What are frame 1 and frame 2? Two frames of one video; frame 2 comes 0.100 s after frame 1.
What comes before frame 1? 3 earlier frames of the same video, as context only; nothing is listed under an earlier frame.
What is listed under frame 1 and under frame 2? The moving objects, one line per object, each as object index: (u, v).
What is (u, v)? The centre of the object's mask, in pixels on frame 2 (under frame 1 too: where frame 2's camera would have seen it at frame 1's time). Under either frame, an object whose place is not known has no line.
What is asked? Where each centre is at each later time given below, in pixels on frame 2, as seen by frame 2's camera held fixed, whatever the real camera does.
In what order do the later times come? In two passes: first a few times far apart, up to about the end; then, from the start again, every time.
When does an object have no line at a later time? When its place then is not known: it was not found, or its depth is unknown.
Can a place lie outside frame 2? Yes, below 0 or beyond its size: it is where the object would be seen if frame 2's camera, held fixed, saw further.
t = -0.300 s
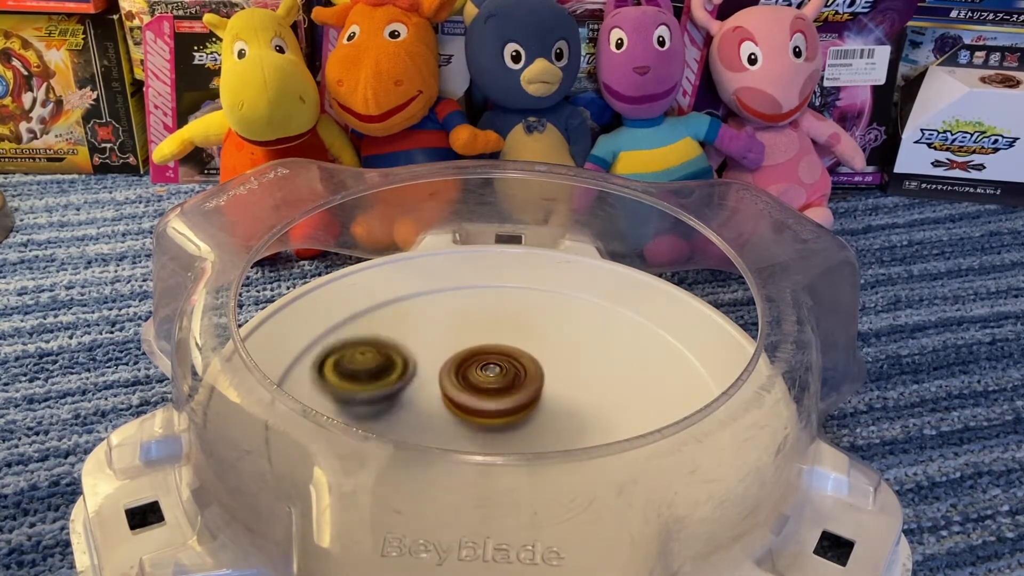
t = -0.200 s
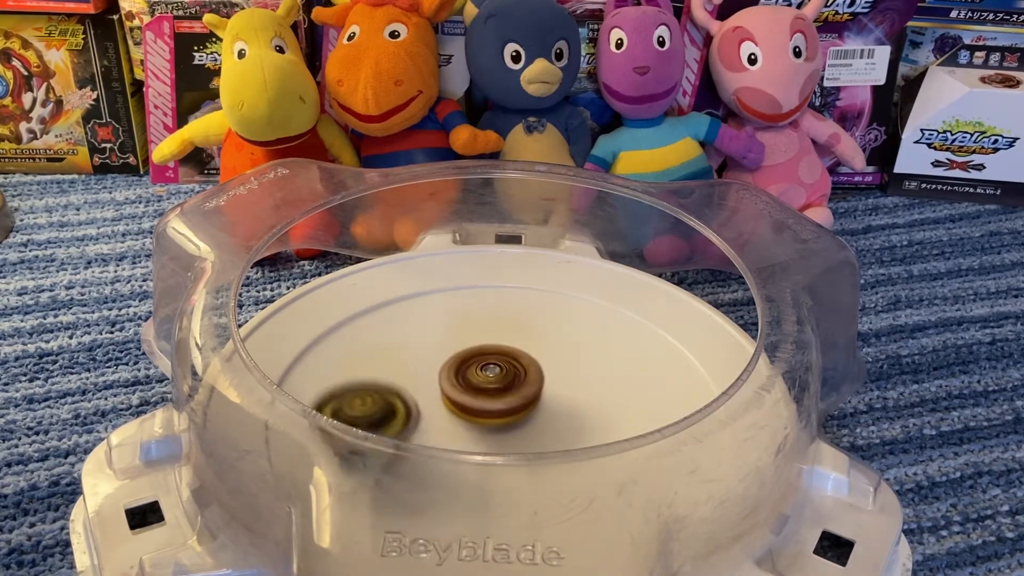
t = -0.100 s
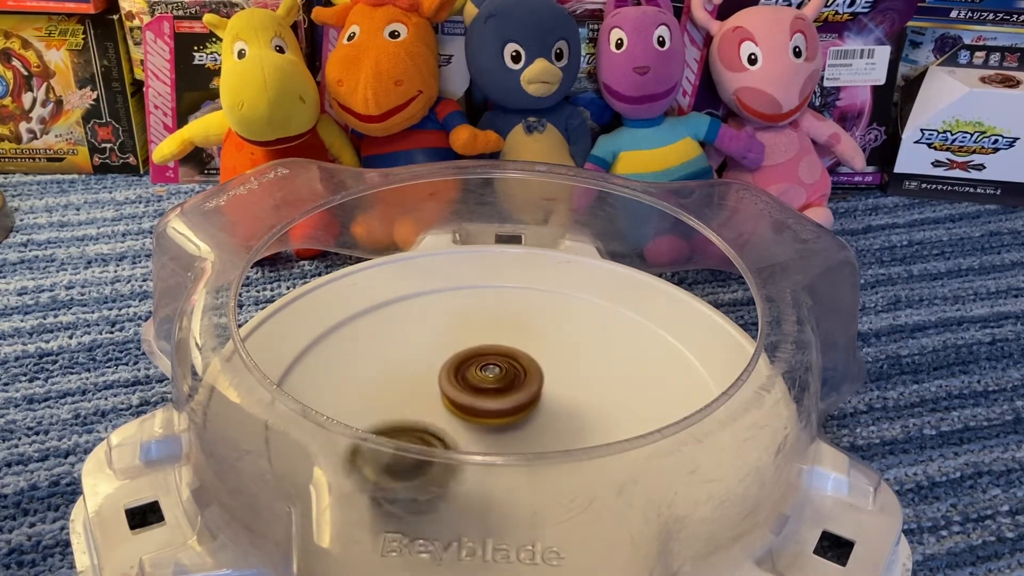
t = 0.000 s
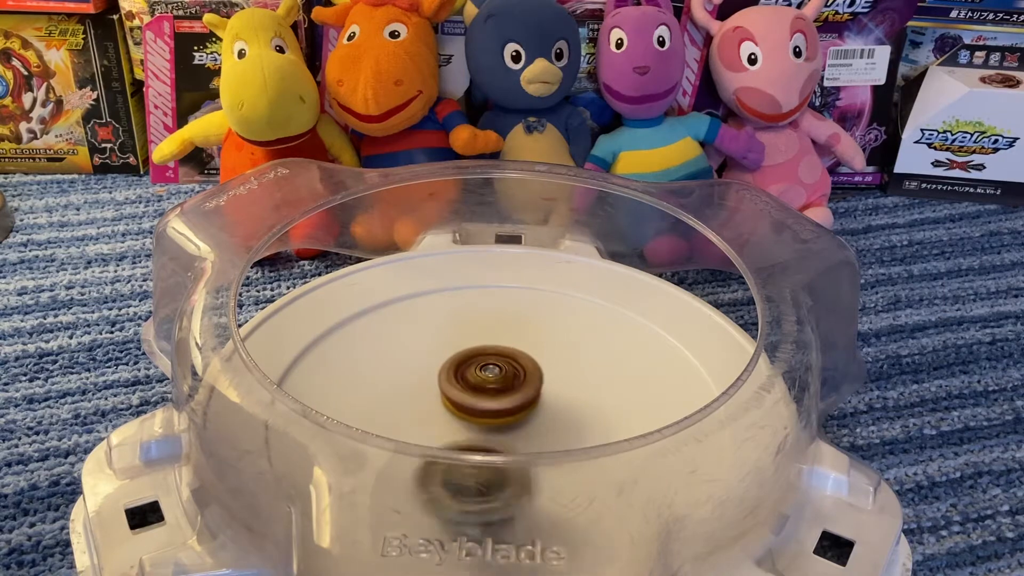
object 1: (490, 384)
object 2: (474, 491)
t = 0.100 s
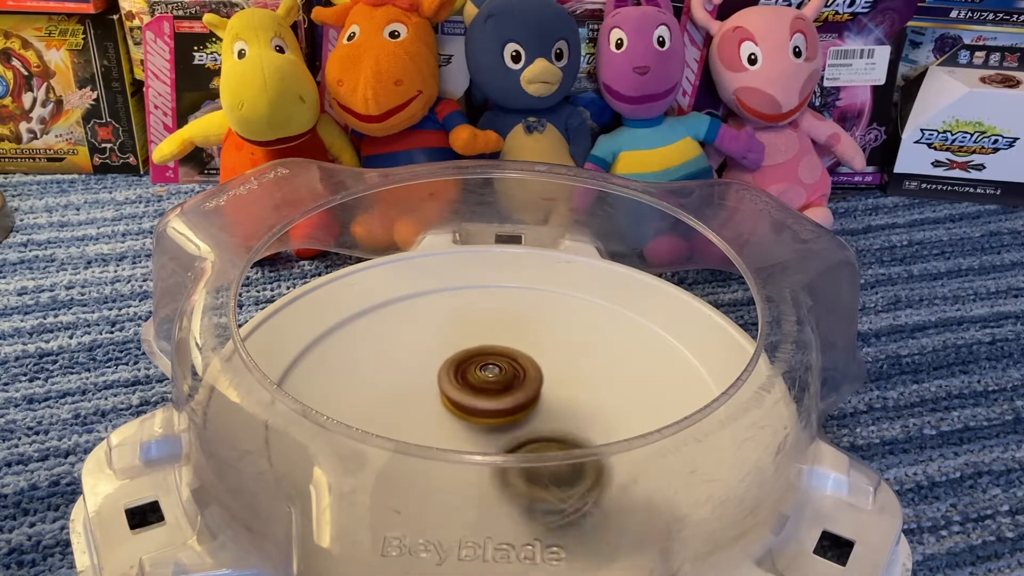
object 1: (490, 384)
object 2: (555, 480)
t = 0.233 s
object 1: (490, 384)
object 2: (607, 416)
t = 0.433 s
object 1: (483, 385)
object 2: (574, 341)
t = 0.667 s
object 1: (473, 386)
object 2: (424, 319)
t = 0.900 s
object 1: (470, 387)
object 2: (349, 396)
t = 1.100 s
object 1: (474, 385)
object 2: (448, 477)
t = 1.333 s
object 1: (481, 381)
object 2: (605, 411)
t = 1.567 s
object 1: (488, 378)
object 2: (569, 317)
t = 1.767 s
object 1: (493, 378)
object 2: (444, 299)
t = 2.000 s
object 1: (497, 378)
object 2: (348, 375)
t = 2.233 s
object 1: (499, 381)
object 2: (453, 464)
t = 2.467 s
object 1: (499, 385)
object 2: (614, 414)
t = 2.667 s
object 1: (496, 388)
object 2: (617, 338)
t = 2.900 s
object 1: (490, 389)
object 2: (483, 302)
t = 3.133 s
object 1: (482, 390)
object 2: (368, 365)
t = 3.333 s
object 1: (478, 388)
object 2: (403, 456)
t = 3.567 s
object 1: (476, 385)
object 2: (571, 469)
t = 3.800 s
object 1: (478, 382)
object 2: (626, 377)
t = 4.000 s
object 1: (483, 378)
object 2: (536, 318)
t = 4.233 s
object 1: (481, 385)
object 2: (403, 319)
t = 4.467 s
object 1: (488, 387)
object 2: (357, 396)
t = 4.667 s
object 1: (492, 386)
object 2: (452, 464)
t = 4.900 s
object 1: (492, 386)
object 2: (595, 415)
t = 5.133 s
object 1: (493, 385)
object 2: (589, 333)
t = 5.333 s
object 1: (490, 384)
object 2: (486, 304)
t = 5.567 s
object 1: (487, 384)
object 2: (382, 357)
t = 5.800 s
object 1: (488, 382)
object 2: (424, 437)
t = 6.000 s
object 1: (487, 383)
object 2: (554, 451)
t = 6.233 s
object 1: (487, 382)
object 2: (616, 378)
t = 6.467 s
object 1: (485, 384)
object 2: (530, 318)
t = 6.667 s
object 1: (482, 390)
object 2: (422, 326)
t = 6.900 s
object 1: (484, 393)
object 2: (376, 397)
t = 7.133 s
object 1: (495, 389)
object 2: (464, 463)
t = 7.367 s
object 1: (495, 383)
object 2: (589, 415)
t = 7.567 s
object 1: (488, 379)
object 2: (591, 352)
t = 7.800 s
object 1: (467, 378)
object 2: (512, 306)
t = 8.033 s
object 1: (463, 405)
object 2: (413, 317)
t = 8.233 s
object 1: (515, 446)
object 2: (367, 352)
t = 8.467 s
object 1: (556, 447)
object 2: (431, 411)
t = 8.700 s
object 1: (624, 414)
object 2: (504, 402)
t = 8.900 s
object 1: (615, 411)
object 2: (531, 351)
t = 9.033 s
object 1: (594, 407)
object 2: (496, 324)
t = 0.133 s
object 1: (490, 384)
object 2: (576, 468)
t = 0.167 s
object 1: (490, 384)
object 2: (593, 447)
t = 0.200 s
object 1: (490, 384)
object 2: (602, 432)
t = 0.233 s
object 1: (490, 384)
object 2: (607, 416)
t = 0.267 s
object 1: (490, 384)
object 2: (613, 406)
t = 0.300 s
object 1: (490, 384)
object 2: (614, 393)
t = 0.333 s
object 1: (490, 384)
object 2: (607, 380)
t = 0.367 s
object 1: (489, 384)
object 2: (597, 365)
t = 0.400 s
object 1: (488, 384)
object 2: (586, 352)
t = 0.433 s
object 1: (483, 385)
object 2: (574, 341)
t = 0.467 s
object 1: (479, 384)
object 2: (558, 331)
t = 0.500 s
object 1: (477, 384)
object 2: (538, 322)
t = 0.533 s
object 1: (475, 385)
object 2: (517, 316)
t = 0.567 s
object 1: (474, 385)
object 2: (494, 313)
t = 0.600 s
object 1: (473, 385)
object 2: (470, 312)
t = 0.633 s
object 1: (473, 386)
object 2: (447, 315)
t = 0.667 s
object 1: (473, 386)
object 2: (424, 319)
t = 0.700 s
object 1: (472, 387)
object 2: (403, 324)
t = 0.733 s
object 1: (471, 387)
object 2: (384, 333)
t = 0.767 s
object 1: (471, 387)
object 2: (367, 343)
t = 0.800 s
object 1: (470, 387)
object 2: (354, 356)
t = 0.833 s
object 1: (470, 387)
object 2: (346, 370)
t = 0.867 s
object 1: (470, 387)
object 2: (344, 385)
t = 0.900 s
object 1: (470, 387)
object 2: (349, 396)
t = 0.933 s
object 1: (471, 386)
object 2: (358, 406)
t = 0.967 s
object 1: (471, 386)
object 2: (373, 416)
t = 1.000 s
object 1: (472, 386)
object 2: (387, 425)
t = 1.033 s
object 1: (473, 386)
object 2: (394, 452)
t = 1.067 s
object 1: (473, 385)
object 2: (420, 471)
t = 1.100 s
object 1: (474, 385)
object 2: (448, 477)
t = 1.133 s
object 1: (475, 385)
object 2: (478, 479)
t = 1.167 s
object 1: (476, 385)
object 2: (507, 477)
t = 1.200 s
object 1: (477, 384)
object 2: (534, 469)
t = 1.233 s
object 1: (478, 383)
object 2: (560, 452)
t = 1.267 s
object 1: (479, 383)
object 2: (578, 438)
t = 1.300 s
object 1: (480, 382)
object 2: (590, 421)
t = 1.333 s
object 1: (481, 381)
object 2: (605, 411)
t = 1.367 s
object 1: (482, 381)
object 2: (613, 401)
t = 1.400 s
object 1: (483, 380)
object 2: (616, 386)
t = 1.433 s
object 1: (484, 380)
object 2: (614, 369)
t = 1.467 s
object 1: (485, 379)
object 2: (608, 354)
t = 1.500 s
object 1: (486, 379)
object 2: (599, 340)
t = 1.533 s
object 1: (487, 379)
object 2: (585, 328)
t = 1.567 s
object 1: (488, 378)
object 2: (569, 317)
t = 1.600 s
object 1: (489, 378)
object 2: (551, 308)
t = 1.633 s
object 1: (490, 378)
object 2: (531, 302)
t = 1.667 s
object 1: (490, 378)
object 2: (509, 298)
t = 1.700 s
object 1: (491, 378)
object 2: (487, 296)
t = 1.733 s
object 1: (492, 377)
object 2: (465, 296)
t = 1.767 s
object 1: (493, 378)
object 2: (444, 299)
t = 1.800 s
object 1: (494, 377)
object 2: (422, 303)
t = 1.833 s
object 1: (495, 377)
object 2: (402, 310)
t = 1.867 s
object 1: (495, 378)
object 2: (384, 320)
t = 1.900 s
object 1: (495, 378)
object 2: (369, 332)
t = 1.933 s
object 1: (496, 378)
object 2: (358, 345)
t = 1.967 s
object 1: (497, 378)
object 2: (351, 359)
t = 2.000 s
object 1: (497, 378)
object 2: (348, 375)
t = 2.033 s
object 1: (498, 379)
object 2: (352, 389)
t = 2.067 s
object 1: (498, 379)
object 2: (361, 399)
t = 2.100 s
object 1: (498, 379)
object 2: (374, 410)
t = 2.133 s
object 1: (499, 380)
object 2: (392, 420)
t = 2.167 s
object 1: (499, 380)
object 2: (402, 455)
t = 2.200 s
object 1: (499, 381)
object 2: (426, 460)
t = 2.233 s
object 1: (499, 381)
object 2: (453, 464)
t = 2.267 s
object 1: (499, 382)
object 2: (480, 469)
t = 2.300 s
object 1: (499, 383)
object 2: (509, 472)
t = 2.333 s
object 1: (499, 383)
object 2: (538, 469)
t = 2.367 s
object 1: (499, 383)
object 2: (563, 463)
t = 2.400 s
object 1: (499, 384)
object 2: (584, 448)
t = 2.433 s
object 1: (499, 385)
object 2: (601, 430)
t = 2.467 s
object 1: (499, 385)
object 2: (614, 414)
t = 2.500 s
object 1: (499, 385)
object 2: (624, 405)
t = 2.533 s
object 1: (499, 386)
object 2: (634, 394)
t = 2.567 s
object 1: (498, 387)
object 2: (636, 380)
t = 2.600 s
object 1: (497, 387)
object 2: (633, 366)
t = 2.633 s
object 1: (497, 387)
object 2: (627, 351)
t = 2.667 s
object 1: (496, 388)
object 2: (617, 338)
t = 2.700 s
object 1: (495, 388)
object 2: (603, 326)
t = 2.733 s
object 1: (494, 388)
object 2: (587, 316)
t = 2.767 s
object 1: (493, 388)
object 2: (569, 308)
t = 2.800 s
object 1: (493, 389)
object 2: (548, 303)
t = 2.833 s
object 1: (492, 389)
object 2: (527, 302)
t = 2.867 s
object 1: (491, 389)
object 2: (505, 300)
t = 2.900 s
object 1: (490, 389)
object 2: (483, 302)
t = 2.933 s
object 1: (489, 390)
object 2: (462, 305)
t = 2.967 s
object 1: (488, 390)
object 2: (441, 309)
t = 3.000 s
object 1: (488, 391)
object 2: (422, 316)
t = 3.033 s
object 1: (486, 390)
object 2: (404, 326)
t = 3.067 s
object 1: (485, 390)
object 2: (389, 337)
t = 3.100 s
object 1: (484, 390)
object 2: (376, 350)
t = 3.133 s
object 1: (482, 390)
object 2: (368, 365)
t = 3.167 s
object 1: (481, 390)
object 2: (364, 379)
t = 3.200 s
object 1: (480, 390)
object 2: (364, 393)
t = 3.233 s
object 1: (480, 390)
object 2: (373, 403)
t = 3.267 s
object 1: (479, 389)
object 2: (384, 413)
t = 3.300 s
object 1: (478, 389)
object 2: (394, 422)
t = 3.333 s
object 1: (478, 388)
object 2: (403, 456)
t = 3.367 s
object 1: (477, 388)
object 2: (423, 467)
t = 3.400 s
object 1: (477, 388)
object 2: (444, 476)
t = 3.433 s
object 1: (477, 387)
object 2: (470, 482)
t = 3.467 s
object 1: (476, 387)
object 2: (496, 480)
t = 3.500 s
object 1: (476, 386)
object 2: (522, 481)
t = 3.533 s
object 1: (476, 386)
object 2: (549, 477)
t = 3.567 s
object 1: (476, 385)
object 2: (571, 469)
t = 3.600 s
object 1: (476, 385)
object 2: (591, 459)
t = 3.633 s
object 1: (476, 384)
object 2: (606, 444)
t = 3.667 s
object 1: (476, 384)
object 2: (616, 429)
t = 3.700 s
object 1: (476, 383)
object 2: (622, 410)
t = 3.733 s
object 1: (477, 383)
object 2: (630, 400)
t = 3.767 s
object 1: (478, 381)
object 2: (631, 388)
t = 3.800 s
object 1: (478, 382)
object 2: (626, 377)
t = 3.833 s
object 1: (479, 381)
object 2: (618, 361)
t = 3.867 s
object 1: (479, 381)
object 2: (606, 349)
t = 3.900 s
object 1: (480, 380)
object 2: (592, 339)
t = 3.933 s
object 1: (481, 379)
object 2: (575, 327)
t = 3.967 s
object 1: (482, 379)
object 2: (556, 321)
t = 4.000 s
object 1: (483, 378)
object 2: (536, 318)
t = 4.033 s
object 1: (481, 379)
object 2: (518, 313)
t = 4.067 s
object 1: (479, 381)
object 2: (500, 308)
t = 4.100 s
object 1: (478, 382)
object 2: (480, 307)
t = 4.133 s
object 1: (478, 383)
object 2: (460, 308)
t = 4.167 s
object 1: (478, 383)
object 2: (440, 309)
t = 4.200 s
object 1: (480, 384)
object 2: (422, 314)
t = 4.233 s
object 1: (481, 385)
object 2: (403, 319)
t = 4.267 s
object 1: (481, 385)
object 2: (387, 328)
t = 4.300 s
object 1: (482, 386)
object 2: (373, 337)
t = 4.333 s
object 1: (484, 386)
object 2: (361, 348)
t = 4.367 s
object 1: (485, 387)
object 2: (353, 360)
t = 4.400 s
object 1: (486, 387)
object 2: (350, 374)
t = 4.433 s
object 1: (487, 387)
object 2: (351, 387)
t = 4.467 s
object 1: (488, 387)
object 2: (357, 396)
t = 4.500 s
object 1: (489, 386)
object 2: (368, 405)
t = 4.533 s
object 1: (489, 387)
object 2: (382, 414)
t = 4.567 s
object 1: (490, 386)
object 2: (394, 421)
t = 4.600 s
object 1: (490, 387)
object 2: (406, 442)
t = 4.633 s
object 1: (491, 386)
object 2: (428, 448)
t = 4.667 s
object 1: (492, 386)
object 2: (452, 464)
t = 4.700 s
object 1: (492, 385)
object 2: (477, 468)
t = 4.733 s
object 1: (492, 384)
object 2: (501, 467)
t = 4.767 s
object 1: (492, 384)
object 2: (524, 453)
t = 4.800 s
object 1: (492, 383)
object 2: (550, 452)
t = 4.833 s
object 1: (491, 386)
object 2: (566, 442)
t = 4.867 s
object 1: (492, 385)
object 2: (580, 422)
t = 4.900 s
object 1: (492, 386)
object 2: (595, 415)
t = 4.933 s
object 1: (493, 386)
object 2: (604, 407)
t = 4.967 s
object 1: (493, 386)
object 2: (610, 397)
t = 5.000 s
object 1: (493, 386)
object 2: (614, 384)
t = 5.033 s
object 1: (493, 386)
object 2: (613, 371)
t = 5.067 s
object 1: (493, 386)
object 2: (608, 356)
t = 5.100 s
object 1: (493, 385)
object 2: (600, 343)
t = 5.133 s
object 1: (493, 385)
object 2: (589, 333)
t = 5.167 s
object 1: (493, 385)
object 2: (576, 324)
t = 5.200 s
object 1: (492, 385)
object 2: (560, 316)
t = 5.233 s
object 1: (492, 384)
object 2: (544, 310)
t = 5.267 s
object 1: (491, 384)
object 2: (525, 307)
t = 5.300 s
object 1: (490, 384)
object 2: (506, 305)
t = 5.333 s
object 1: (490, 384)
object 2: (486, 304)
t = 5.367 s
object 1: (490, 384)
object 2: (467, 307)
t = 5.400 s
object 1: (490, 384)
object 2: (449, 311)
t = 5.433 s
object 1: (490, 384)
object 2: (431, 317)
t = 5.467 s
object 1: (489, 384)
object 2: (415, 325)
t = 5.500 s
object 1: (488, 384)
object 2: (401, 334)
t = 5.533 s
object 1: (488, 384)
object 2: (390, 345)
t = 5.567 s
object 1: (487, 384)
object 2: (382, 357)
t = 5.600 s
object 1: (487, 384)
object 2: (378, 370)
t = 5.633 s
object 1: (487, 383)
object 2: (377, 383)
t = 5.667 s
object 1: (487, 383)
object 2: (380, 396)
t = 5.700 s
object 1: (487, 383)
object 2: (388, 405)
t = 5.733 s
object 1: (487, 383)
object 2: (399, 414)
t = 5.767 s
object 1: (488, 383)
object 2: (413, 422)
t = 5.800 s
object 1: (488, 382)
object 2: (424, 437)
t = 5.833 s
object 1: (488, 382)
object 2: (443, 448)
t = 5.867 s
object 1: (487, 382)
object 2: (462, 464)
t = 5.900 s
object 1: (487, 382)
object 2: (487, 466)
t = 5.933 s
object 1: (487, 382)
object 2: (508, 467)
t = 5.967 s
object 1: (487, 382)
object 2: (532, 466)
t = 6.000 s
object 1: (487, 383)
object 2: (554, 451)
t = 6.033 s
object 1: (487, 383)
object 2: (572, 442)
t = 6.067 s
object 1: (487, 382)
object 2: (584, 425)
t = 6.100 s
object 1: (487, 383)
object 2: (597, 418)
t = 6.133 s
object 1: (487, 383)
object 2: (607, 411)
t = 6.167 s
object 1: (487, 383)
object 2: (615, 402)
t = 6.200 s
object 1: (487, 382)
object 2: (618, 390)
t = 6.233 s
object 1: (487, 382)
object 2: (616, 378)
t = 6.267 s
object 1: (488, 382)
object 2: (611, 365)
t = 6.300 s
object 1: (488, 382)
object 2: (603, 355)
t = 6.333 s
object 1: (488, 382)
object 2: (592, 344)
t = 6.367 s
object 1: (488, 382)
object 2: (578, 336)
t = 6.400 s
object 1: (488, 381)
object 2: (562, 328)
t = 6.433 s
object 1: (487, 382)
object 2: (546, 323)
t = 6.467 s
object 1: (485, 384)
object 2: (530, 318)
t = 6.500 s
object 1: (483, 384)
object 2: (513, 316)
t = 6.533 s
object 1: (483, 385)
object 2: (494, 315)
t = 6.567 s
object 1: (483, 386)
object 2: (476, 315)
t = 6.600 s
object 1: (482, 388)
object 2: (457, 316)
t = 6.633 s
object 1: (482, 389)
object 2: (439, 321)
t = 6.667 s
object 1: (482, 390)
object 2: (422, 326)
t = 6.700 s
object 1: (483, 391)
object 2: (407, 332)
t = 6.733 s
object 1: (482, 391)
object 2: (394, 341)
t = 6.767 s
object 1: (482, 392)
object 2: (385, 352)
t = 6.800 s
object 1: (482, 392)
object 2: (377, 363)
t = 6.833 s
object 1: (482, 392)
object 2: (373, 375)
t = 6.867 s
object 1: (483, 393)
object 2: (372, 387)
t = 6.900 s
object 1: (484, 393)
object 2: (376, 397)
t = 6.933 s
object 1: (487, 393)
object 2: (380, 406)
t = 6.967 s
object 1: (490, 393)
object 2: (388, 413)
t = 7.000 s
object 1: (491, 393)
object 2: (399, 420)
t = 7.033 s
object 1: (492, 393)
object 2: (406, 444)
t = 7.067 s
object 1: (494, 391)
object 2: (422, 458)
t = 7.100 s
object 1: (494, 391)
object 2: (444, 452)
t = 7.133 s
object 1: (495, 389)
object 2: (464, 463)
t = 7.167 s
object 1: (495, 388)
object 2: (485, 466)
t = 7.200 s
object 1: (494, 387)
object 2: (507, 466)
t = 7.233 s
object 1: (494, 386)
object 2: (528, 454)
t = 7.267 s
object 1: (493, 385)
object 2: (548, 449)
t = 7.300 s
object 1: (494, 384)
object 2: (560, 428)
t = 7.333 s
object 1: (494, 384)
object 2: (576, 423)
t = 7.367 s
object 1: (495, 383)
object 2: (589, 415)
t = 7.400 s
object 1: (495, 383)
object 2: (596, 408)
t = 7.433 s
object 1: (494, 382)
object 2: (601, 399)
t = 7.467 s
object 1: (493, 381)
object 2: (603, 388)
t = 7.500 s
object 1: (492, 380)
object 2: (602, 376)
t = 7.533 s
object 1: (492, 379)
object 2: (597, 365)
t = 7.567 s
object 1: (488, 379)
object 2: (591, 352)
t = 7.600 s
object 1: (479, 379)
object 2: (590, 340)
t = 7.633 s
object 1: (474, 378)
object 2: (583, 331)
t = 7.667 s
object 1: (471, 378)
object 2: (573, 322)
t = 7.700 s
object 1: (470, 378)
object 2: (559, 315)
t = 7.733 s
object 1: (469, 378)
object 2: (545, 311)
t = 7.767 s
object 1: (468, 378)
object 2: (529, 307)
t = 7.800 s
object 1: (467, 378)
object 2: (512, 306)
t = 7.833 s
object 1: (466, 378)
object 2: (495, 308)
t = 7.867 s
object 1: (465, 379)
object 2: (479, 309)
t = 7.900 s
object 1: (462, 384)
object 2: (465, 307)
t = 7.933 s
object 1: (460, 388)
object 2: (452, 309)
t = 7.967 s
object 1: (458, 389)
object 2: (438, 315)
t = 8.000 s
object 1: (458, 392)
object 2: (426, 321)
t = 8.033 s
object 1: (463, 405)
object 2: (413, 317)
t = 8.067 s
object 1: (469, 413)
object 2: (402, 315)
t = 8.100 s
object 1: (477, 419)
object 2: (392, 320)
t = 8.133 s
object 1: (487, 424)
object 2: (383, 325)
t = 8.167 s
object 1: (497, 428)
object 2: (375, 332)
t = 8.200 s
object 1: (505, 443)
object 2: (369, 342)
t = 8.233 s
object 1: (515, 446)
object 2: (367, 352)
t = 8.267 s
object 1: (522, 448)
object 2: (369, 364)
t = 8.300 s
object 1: (527, 448)
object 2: (374, 375)
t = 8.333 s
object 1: (530, 447)
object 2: (383, 386)
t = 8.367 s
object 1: (533, 447)
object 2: (396, 397)
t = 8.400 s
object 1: (534, 447)
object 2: (411, 406)
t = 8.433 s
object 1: (536, 444)
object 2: (429, 412)
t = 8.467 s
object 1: (556, 447)
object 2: (431, 411)
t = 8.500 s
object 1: (576, 448)
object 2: (433, 410)
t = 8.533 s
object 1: (594, 446)
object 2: (441, 410)
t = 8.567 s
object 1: (609, 441)
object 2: (451, 410)
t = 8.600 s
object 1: (618, 436)
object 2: (464, 410)
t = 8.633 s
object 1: (618, 418)
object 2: (478, 408)
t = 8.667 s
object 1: (623, 415)
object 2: (491, 408)
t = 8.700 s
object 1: (624, 414)
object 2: (504, 402)
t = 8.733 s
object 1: (623, 412)
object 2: (515, 396)
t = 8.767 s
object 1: (622, 412)
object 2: (527, 389)
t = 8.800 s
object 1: (619, 411)
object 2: (533, 383)
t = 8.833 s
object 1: (618, 411)
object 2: (537, 373)
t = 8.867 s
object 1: (618, 411)
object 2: (536, 361)
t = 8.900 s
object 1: (615, 411)
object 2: (531, 351)
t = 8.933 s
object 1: (610, 410)
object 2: (525, 342)
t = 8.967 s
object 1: (606, 409)
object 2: (516, 335)
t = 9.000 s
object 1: (601, 408)
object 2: (506, 328)
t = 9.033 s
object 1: (594, 407)
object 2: (496, 324)
